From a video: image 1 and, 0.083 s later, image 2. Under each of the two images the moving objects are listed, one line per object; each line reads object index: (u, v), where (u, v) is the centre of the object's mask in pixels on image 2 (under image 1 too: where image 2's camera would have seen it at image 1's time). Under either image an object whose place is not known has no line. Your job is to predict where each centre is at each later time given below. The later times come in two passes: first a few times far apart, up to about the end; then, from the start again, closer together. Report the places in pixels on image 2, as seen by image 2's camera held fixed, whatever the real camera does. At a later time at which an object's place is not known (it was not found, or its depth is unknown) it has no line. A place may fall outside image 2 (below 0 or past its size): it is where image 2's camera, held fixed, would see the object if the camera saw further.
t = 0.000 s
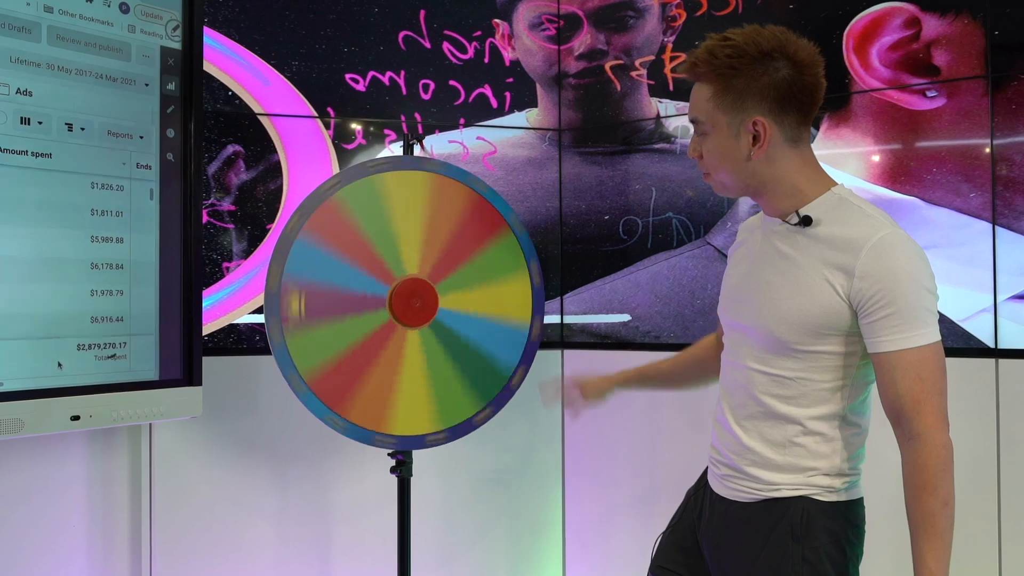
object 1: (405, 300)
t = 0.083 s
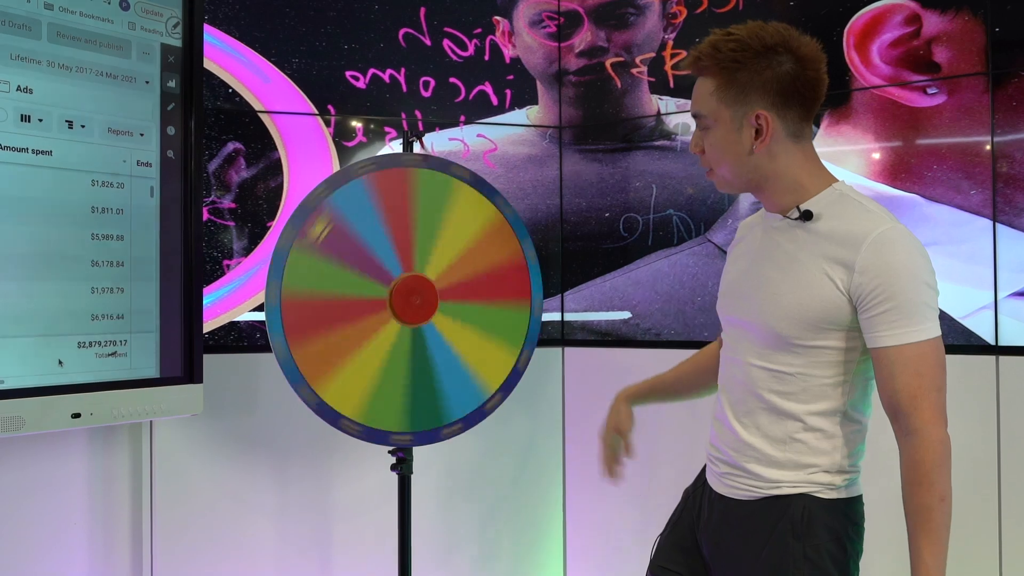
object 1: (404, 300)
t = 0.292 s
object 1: (404, 301)
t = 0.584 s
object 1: (404, 301)
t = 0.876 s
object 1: (403, 301)
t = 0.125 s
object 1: (404, 300)
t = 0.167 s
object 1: (404, 301)
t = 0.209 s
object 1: (404, 301)
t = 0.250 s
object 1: (404, 301)
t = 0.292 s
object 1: (404, 301)
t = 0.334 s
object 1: (404, 301)
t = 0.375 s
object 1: (404, 301)
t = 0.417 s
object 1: (404, 301)
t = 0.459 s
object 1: (404, 301)
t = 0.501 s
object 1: (404, 301)
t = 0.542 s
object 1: (404, 301)
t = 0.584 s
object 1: (404, 301)
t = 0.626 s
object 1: (404, 301)
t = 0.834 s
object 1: (404, 301)
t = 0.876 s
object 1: (403, 301)
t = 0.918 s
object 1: (399, 300)
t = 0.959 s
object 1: (396, 300)
